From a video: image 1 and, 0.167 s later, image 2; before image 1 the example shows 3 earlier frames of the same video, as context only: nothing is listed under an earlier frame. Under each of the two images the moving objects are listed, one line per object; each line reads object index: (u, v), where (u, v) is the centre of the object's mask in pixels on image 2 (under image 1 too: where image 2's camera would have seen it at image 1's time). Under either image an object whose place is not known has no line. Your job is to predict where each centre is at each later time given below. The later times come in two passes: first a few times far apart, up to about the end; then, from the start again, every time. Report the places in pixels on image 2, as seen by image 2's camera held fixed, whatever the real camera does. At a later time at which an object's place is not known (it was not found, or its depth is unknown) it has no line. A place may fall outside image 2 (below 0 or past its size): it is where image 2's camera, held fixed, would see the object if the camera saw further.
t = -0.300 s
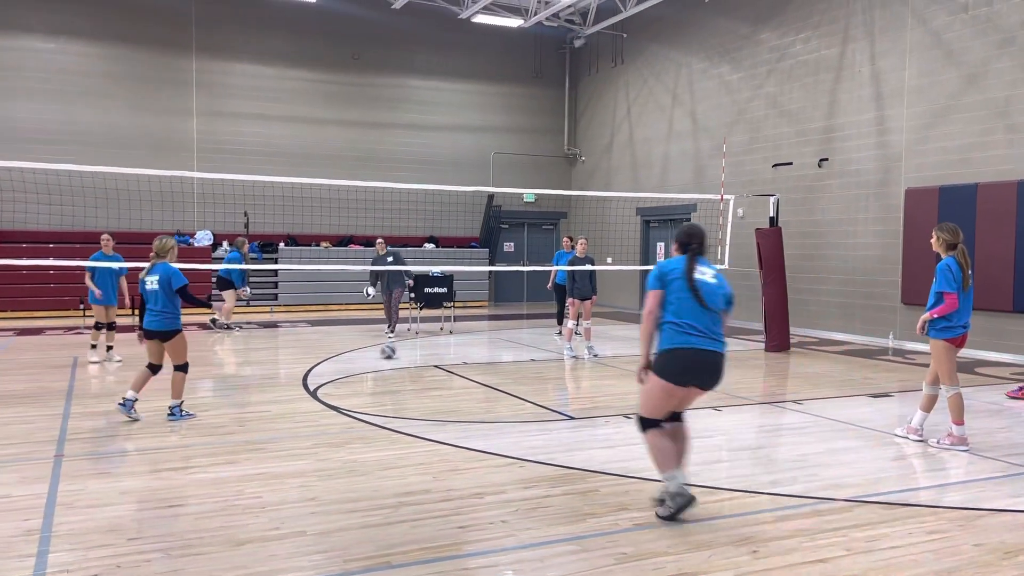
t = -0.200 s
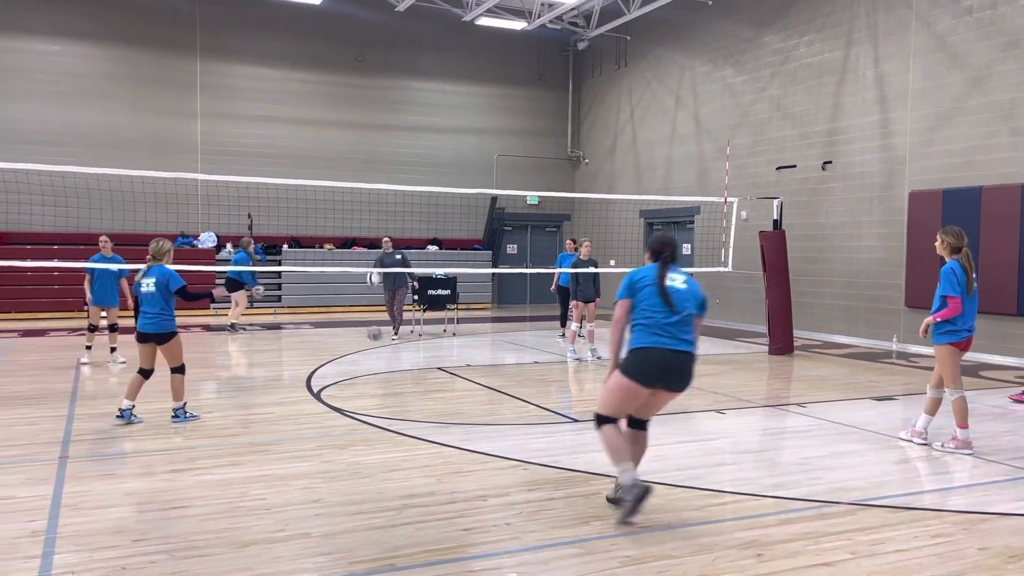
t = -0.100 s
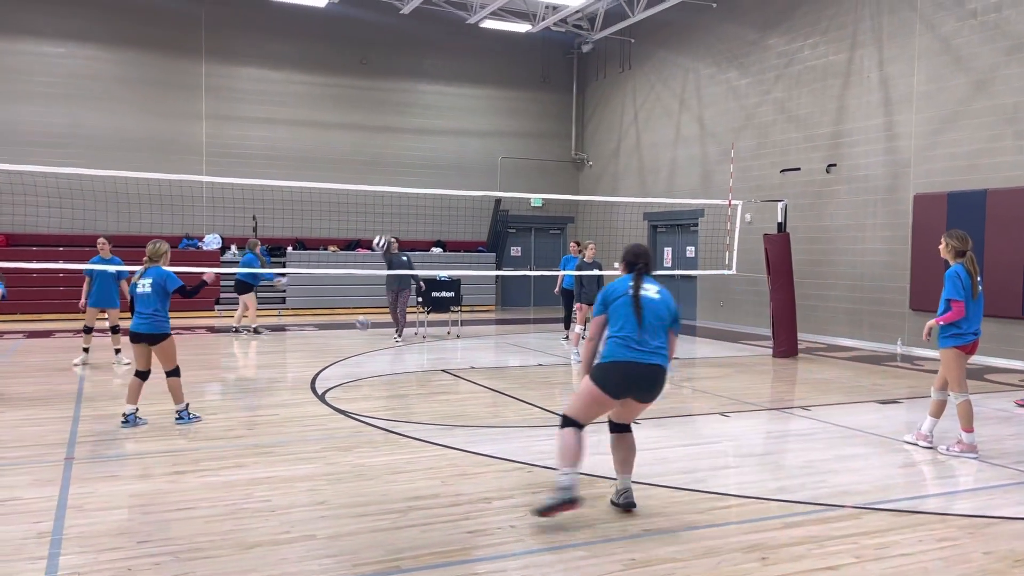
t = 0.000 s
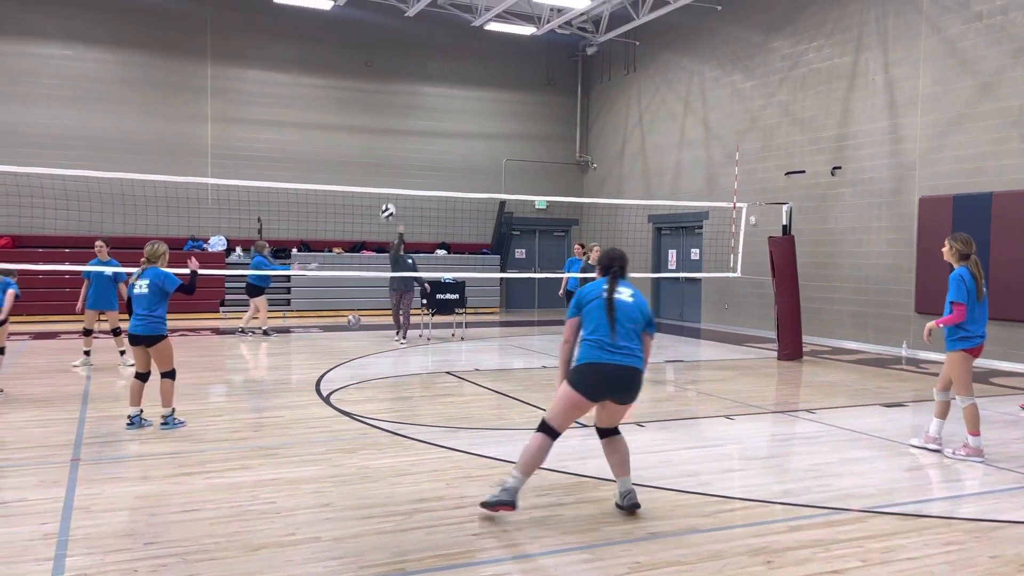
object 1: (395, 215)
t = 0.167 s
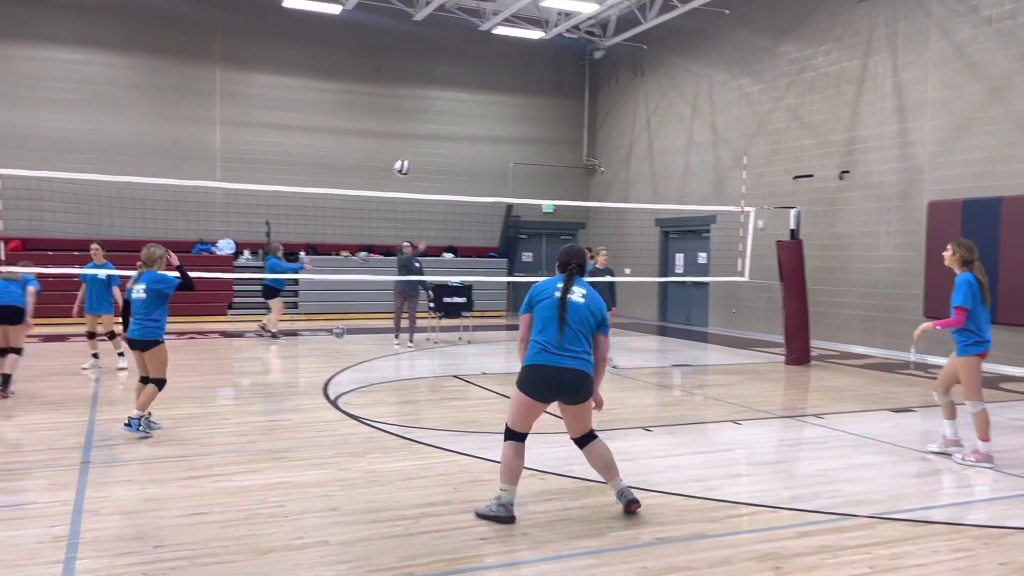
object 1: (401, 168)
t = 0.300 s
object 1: (410, 139)
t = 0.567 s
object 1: (425, 123)
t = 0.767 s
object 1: (437, 162)
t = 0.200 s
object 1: (403, 159)
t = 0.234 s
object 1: (406, 152)
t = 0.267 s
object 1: (408, 145)
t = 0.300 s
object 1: (410, 139)
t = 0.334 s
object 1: (412, 134)
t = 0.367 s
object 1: (413, 130)
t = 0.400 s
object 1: (415, 126)
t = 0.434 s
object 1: (417, 123)
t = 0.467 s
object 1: (419, 122)
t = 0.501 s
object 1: (421, 121)
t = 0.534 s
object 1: (423, 121)
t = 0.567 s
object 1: (425, 123)
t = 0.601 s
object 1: (427, 126)
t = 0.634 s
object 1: (429, 130)
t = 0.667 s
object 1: (431, 135)
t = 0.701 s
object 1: (433, 143)
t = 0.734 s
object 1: (435, 152)
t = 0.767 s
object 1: (437, 162)
